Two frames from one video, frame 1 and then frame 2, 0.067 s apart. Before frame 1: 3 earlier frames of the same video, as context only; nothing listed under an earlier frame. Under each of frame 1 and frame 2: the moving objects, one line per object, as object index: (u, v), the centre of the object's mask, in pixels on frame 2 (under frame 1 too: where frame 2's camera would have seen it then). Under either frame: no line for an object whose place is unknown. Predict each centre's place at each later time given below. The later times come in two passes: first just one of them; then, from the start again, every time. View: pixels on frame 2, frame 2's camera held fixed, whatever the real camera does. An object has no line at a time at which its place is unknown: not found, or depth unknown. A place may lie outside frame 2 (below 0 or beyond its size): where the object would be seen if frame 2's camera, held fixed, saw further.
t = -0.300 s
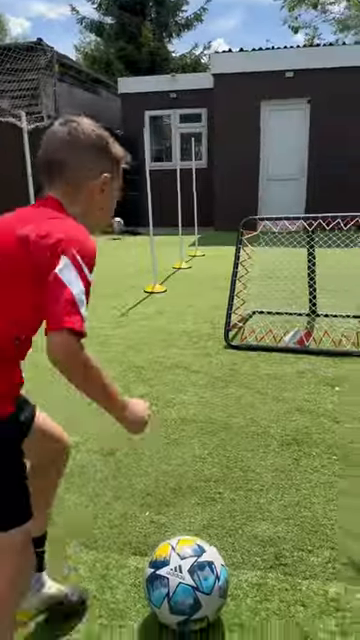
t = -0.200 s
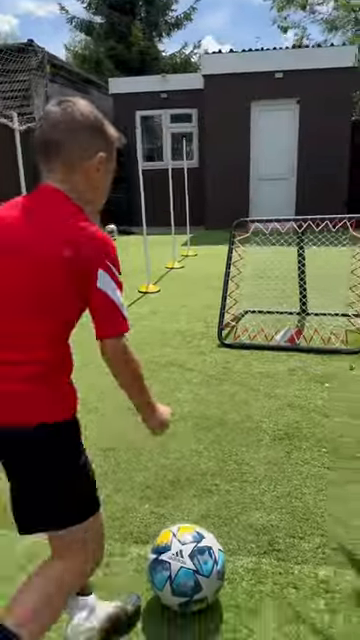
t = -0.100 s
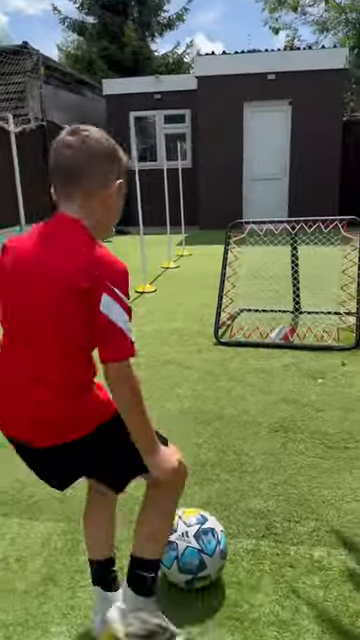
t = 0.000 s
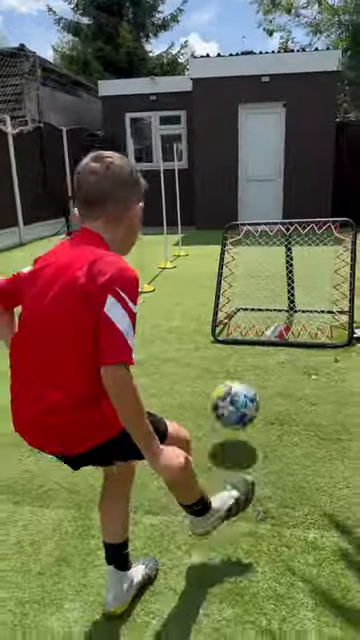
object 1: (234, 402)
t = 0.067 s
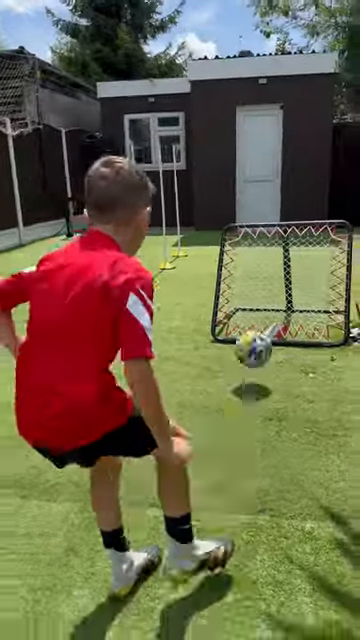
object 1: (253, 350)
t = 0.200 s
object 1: (262, 281)
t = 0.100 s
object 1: (258, 333)
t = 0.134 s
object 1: (265, 322)
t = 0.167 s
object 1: (266, 307)
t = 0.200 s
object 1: (262, 281)
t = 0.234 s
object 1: (258, 253)
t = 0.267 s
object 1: (255, 226)
